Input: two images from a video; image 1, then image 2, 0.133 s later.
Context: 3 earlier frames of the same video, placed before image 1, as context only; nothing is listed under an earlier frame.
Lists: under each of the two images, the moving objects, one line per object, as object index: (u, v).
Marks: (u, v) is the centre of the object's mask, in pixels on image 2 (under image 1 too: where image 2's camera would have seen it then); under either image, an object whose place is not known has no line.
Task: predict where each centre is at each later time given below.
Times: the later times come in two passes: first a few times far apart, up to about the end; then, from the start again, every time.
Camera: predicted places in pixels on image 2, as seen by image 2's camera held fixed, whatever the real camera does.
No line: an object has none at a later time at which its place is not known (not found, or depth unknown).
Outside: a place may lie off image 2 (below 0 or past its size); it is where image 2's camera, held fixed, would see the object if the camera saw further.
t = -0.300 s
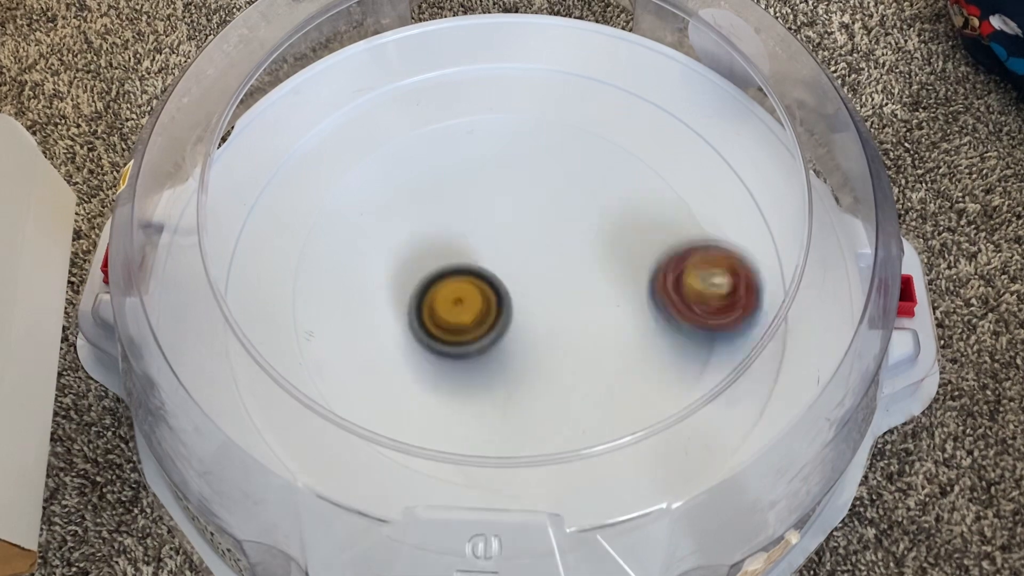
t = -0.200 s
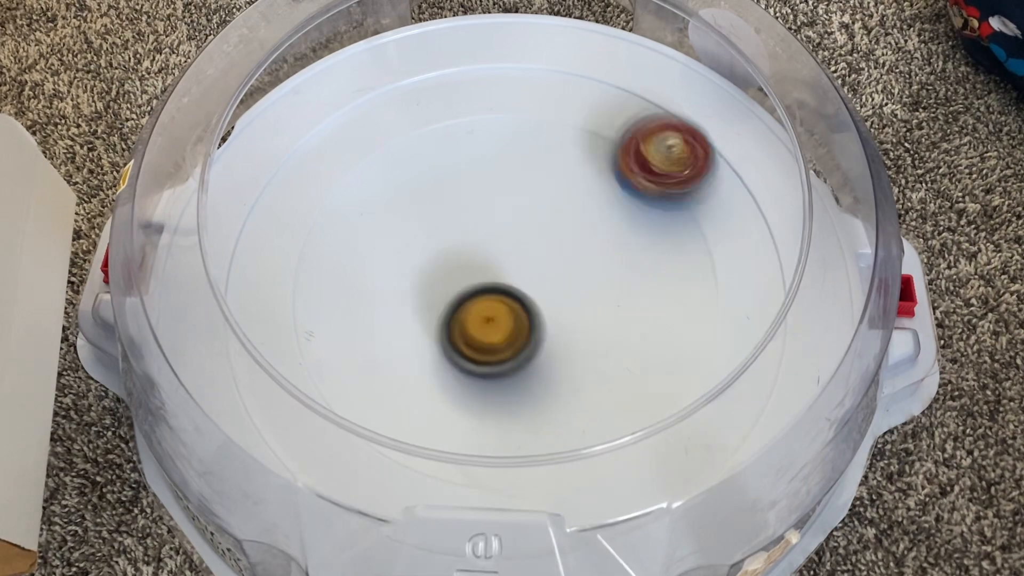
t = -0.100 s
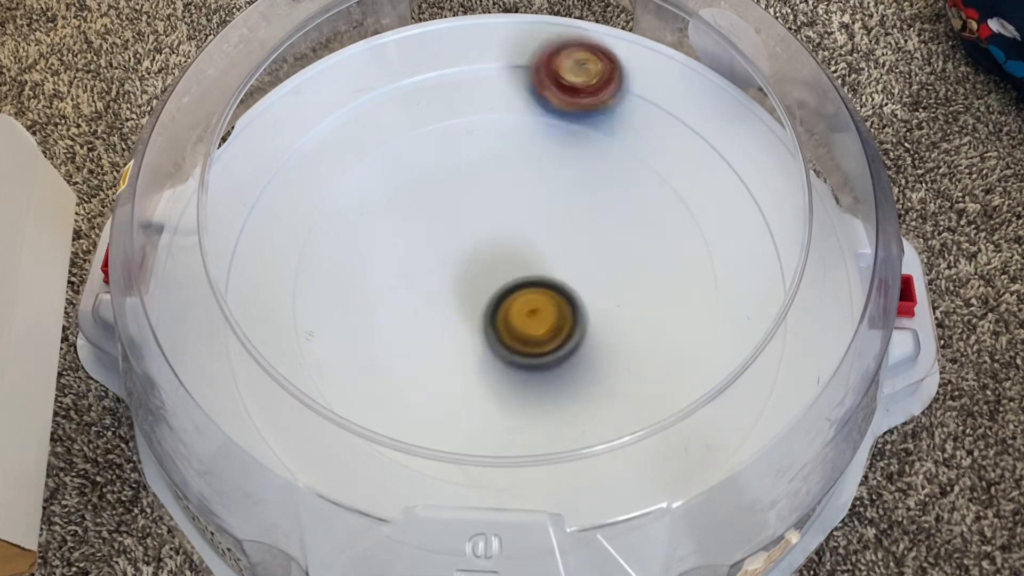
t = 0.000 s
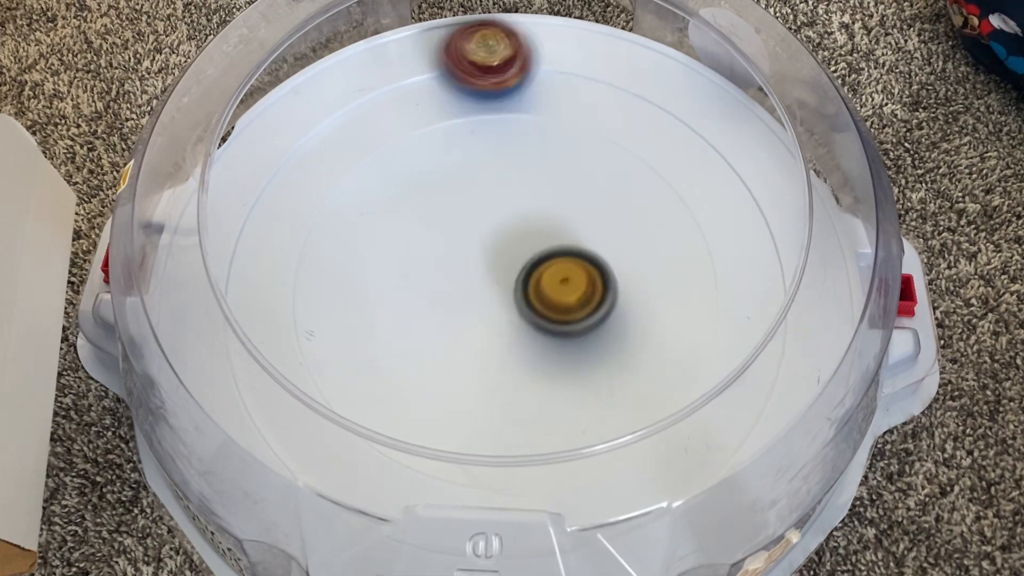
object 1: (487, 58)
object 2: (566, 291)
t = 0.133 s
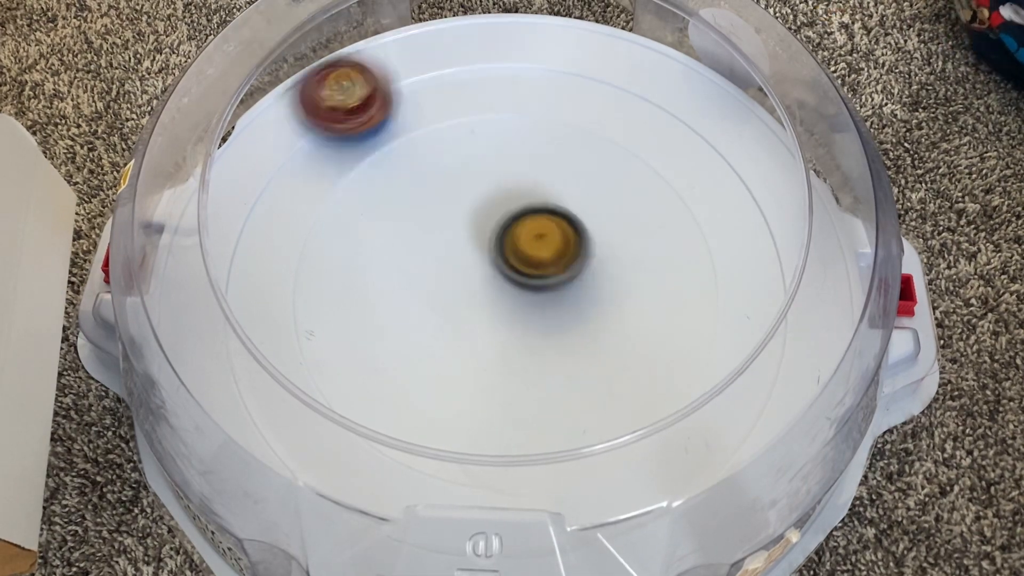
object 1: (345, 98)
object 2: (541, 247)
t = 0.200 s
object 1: (283, 152)
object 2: (507, 243)
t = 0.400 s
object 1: (248, 368)
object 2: (436, 311)
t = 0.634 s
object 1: (446, 471)
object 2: (529, 341)
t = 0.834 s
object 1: (674, 347)
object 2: (547, 256)
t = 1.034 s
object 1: (611, 122)
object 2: (457, 243)
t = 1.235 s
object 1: (438, 60)
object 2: (440, 319)
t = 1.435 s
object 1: (266, 183)
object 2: (542, 332)
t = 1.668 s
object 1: (262, 366)
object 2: (515, 228)
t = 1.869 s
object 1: (422, 448)
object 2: (429, 249)
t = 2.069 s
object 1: (662, 343)
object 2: (472, 329)
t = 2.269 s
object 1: (618, 133)
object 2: (556, 283)
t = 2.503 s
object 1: (427, 62)
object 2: (475, 216)
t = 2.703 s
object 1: (288, 150)
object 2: (418, 289)
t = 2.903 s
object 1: (248, 254)
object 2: (519, 341)
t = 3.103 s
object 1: (305, 351)
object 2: (579, 242)
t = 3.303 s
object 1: (531, 411)
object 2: (482, 200)
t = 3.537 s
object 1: (664, 206)
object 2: (446, 312)
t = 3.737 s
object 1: (524, 92)
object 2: (563, 315)
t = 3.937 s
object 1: (427, 97)
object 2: (552, 221)
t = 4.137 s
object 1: (356, 193)
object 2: (460, 242)
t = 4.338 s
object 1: (310, 358)
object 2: (571, 346)
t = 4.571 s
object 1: (428, 447)
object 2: (622, 281)
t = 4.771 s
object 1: (604, 350)
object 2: (516, 210)
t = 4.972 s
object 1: (568, 174)
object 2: (435, 296)
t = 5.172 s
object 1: (406, 132)
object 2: (533, 357)
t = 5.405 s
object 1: (336, 287)
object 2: (585, 250)
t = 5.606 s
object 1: (515, 383)
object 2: (469, 233)
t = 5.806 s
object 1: (671, 269)
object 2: (450, 334)
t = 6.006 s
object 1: (621, 138)
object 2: (553, 331)
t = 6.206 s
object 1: (464, 156)
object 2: (529, 248)
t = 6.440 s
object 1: (321, 289)
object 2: (484, 319)
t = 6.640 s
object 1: (403, 417)
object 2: (513, 305)
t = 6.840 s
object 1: (592, 380)
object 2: (518, 274)
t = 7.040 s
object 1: (621, 220)
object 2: (487, 291)
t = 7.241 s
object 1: (494, 131)
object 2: (503, 296)
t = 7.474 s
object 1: (358, 220)
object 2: (503, 291)
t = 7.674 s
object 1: (428, 367)
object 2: (497, 289)
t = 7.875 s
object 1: (612, 359)
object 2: (498, 286)
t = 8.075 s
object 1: (661, 224)
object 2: (500, 285)
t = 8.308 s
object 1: (510, 161)
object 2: (501, 283)
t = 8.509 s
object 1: (391, 261)
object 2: (502, 281)
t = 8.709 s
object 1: (446, 398)
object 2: (504, 280)
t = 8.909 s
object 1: (601, 386)
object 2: (507, 281)
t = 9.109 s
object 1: (618, 249)
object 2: (506, 281)
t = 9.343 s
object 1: (464, 173)
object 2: (502, 286)
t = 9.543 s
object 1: (362, 252)
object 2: (507, 283)
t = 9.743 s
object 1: (431, 366)
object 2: (512, 284)
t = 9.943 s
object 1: (593, 354)
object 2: (511, 272)
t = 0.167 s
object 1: (311, 123)
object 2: (524, 243)
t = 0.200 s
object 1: (283, 152)
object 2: (507, 243)
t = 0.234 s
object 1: (262, 186)
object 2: (488, 248)
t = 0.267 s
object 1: (245, 224)
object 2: (472, 255)
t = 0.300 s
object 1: (235, 264)
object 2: (457, 266)
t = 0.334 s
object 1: (232, 301)
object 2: (445, 281)
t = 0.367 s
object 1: (237, 336)
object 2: (439, 296)
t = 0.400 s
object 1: (248, 368)
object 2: (436, 311)
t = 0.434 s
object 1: (265, 399)
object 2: (439, 324)
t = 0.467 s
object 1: (283, 423)
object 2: (446, 336)
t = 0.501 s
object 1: (310, 441)
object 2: (458, 345)
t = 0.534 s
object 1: (343, 454)
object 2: (474, 350)
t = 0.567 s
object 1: (377, 466)
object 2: (492, 351)
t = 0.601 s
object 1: (410, 470)
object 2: (512, 348)
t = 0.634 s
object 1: (446, 471)
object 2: (529, 341)
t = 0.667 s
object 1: (482, 467)
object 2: (543, 330)
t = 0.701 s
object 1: (523, 457)
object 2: (555, 316)
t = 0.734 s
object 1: (572, 441)
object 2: (560, 300)
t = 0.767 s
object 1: (617, 417)
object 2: (561, 284)
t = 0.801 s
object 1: (646, 382)
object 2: (556, 269)
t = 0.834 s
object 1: (674, 347)
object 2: (547, 256)
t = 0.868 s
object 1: (689, 303)
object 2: (536, 245)
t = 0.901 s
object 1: (693, 262)
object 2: (519, 237)
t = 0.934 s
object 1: (687, 220)
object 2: (503, 233)
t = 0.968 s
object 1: (671, 184)
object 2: (487, 233)
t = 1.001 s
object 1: (646, 150)
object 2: (471, 237)
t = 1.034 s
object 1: (611, 122)
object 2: (457, 243)
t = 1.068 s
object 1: (576, 100)
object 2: (444, 252)
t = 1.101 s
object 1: (545, 83)
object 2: (436, 264)
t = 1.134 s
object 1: (518, 68)
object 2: (430, 278)
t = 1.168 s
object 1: (493, 59)
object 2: (429, 292)
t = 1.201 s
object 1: (467, 54)
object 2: (432, 306)
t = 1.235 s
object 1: (438, 60)
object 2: (440, 319)
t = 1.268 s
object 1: (406, 69)
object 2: (452, 332)
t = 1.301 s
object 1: (372, 82)
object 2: (468, 341)
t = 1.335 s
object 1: (339, 102)
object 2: (488, 347)
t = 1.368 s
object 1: (309, 125)
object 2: (508, 347)
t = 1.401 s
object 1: (286, 152)
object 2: (526, 342)
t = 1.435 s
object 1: (266, 183)
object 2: (542, 332)
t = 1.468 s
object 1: (254, 212)
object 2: (552, 319)
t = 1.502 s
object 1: (240, 242)
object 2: (558, 303)
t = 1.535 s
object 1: (235, 271)
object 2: (559, 286)
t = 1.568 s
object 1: (234, 299)
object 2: (555, 269)
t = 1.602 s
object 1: (238, 324)
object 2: (547, 253)
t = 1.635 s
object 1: (247, 346)
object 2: (532, 239)
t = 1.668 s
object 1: (262, 366)
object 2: (515, 228)
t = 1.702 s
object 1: (281, 384)
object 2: (497, 221)
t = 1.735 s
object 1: (303, 401)
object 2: (478, 219)
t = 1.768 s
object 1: (328, 417)
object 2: (461, 221)
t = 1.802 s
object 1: (356, 430)
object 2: (446, 227)
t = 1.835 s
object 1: (386, 441)
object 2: (435, 237)
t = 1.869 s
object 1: (422, 448)
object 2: (429, 249)
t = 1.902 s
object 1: (464, 451)
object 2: (426, 263)
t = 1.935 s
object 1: (512, 447)
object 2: (427, 278)
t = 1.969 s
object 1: (559, 429)
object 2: (432, 294)
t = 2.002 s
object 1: (599, 403)
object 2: (441, 307)
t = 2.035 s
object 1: (636, 377)
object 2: (455, 321)
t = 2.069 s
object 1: (662, 343)
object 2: (472, 329)
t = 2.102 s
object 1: (678, 304)
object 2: (491, 332)
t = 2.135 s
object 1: (682, 264)
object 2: (511, 331)
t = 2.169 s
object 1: (678, 225)
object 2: (528, 324)
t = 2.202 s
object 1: (665, 190)
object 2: (542, 313)
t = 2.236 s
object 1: (645, 160)
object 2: (551, 299)
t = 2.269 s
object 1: (618, 133)
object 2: (556, 283)
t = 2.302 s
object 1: (585, 111)
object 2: (555, 267)
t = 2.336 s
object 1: (551, 96)
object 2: (550, 250)
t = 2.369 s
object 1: (522, 83)
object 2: (540, 237)
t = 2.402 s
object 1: (496, 73)
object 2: (527, 226)
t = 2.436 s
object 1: (471, 65)
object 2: (511, 219)
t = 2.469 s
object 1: (450, 61)
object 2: (493, 215)
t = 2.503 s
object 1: (427, 62)
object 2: (475, 216)
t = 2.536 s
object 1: (403, 72)
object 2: (459, 220)
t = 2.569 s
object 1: (376, 84)
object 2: (444, 228)
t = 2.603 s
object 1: (353, 98)
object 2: (433, 240)
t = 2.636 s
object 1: (330, 113)
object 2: (424, 254)
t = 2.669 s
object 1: (308, 131)
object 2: (418, 271)
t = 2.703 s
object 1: (288, 150)
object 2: (418, 289)
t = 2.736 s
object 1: (274, 169)
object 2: (424, 306)
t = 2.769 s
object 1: (263, 186)
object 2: (435, 322)
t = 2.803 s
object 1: (257, 204)
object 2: (451, 334)
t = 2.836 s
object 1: (254, 220)
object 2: (472, 342)
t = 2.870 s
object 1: (249, 237)
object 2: (495, 345)
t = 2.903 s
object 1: (248, 254)
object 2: (519, 341)
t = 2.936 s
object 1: (251, 271)
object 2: (542, 331)
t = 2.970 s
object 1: (255, 288)
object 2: (561, 317)
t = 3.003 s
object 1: (263, 305)
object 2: (574, 300)
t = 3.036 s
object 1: (275, 321)
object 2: (582, 281)
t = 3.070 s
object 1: (289, 336)
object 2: (583, 261)
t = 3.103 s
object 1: (305, 351)
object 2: (579, 242)
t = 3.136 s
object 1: (326, 369)
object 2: (569, 226)
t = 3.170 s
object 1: (357, 389)
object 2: (555, 212)
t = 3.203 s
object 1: (397, 407)
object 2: (538, 202)
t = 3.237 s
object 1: (439, 418)
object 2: (519, 197)
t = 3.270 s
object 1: (486, 417)
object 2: (500, 196)
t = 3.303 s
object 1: (531, 411)
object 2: (482, 200)
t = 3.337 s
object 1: (573, 397)
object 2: (465, 209)
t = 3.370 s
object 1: (609, 373)
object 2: (451, 221)
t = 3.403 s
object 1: (637, 344)
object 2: (440, 237)
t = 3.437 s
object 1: (658, 311)
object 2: (433, 256)
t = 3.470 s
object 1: (668, 275)
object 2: (431, 276)
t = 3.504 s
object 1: (670, 240)
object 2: (435, 295)
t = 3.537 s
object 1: (664, 206)
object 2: (446, 312)
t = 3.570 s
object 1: (651, 175)
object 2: (462, 326)
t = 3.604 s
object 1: (632, 147)
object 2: (481, 335)
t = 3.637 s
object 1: (608, 127)
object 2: (503, 339)
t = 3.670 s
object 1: (577, 110)
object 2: (526, 336)
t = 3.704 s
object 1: (549, 99)
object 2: (546, 328)
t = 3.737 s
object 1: (524, 92)
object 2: (563, 315)
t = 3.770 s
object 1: (503, 87)
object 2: (574, 300)
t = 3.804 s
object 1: (485, 86)
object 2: (580, 282)
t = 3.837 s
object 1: (469, 87)
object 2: (581, 264)
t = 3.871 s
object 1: (454, 89)
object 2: (575, 246)
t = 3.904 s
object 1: (440, 91)
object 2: (565, 232)
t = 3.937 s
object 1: (427, 97)
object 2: (552, 221)
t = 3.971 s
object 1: (415, 106)
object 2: (537, 213)
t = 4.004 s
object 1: (404, 113)
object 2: (520, 210)
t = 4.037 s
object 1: (393, 124)
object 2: (502, 212)
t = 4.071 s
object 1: (381, 142)
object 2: (486, 218)
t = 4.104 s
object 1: (368, 166)
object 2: (471, 229)
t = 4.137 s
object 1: (356, 193)
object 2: (460, 242)
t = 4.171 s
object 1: (350, 226)
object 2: (453, 259)
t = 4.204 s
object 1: (338, 254)
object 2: (465, 279)
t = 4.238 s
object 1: (316, 276)
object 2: (493, 304)
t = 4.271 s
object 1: (305, 301)
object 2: (520, 324)
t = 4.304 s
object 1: (305, 329)
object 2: (546, 338)
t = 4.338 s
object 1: (310, 358)
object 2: (571, 346)
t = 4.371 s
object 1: (320, 386)
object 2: (592, 349)
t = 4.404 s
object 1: (332, 406)
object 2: (608, 346)
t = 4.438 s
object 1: (347, 422)
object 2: (619, 338)
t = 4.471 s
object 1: (364, 432)
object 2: (626, 327)
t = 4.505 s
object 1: (380, 440)
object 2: (628, 313)
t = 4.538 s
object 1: (401, 445)
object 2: (627, 298)
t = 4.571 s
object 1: (428, 447)
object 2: (622, 281)
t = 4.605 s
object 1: (461, 447)
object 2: (613, 262)
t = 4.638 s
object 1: (497, 439)
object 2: (601, 246)
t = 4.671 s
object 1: (532, 425)
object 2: (584, 230)
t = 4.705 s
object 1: (563, 403)
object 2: (563, 218)
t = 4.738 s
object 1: (588, 376)
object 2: (540, 211)
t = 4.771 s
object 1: (604, 350)
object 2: (516, 210)
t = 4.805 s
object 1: (615, 320)
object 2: (494, 213)
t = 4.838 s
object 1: (620, 288)
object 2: (473, 222)
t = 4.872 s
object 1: (617, 257)
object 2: (455, 236)
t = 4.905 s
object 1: (607, 227)
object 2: (443, 253)
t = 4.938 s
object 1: (591, 199)
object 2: (435, 274)
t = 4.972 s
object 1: (568, 174)
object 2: (435, 296)
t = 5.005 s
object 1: (545, 155)
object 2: (439, 316)
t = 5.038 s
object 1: (519, 141)
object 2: (451, 332)
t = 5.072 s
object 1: (491, 131)
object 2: (468, 346)
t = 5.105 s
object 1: (462, 126)
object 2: (489, 355)
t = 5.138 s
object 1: (434, 125)
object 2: (511, 359)
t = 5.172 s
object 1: (406, 132)
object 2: (533, 357)
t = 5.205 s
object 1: (381, 143)
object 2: (554, 350)
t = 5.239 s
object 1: (361, 159)
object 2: (572, 339)
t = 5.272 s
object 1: (343, 180)
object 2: (586, 323)
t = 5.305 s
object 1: (331, 205)
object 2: (594, 307)
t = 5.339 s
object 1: (325, 230)
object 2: (598, 287)
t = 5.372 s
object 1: (325, 258)
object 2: (595, 268)
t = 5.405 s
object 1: (336, 287)
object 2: (585, 250)
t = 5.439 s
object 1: (352, 315)
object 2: (570, 236)
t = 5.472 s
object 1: (375, 339)
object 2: (552, 225)
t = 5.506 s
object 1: (403, 359)
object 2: (531, 219)
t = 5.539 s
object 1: (437, 374)
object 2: (509, 218)
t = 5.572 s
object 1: (475, 383)
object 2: (488, 224)
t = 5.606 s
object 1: (515, 383)
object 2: (469, 233)
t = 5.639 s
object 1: (551, 376)
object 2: (453, 247)
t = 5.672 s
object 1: (584, 364)
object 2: (441, 264)
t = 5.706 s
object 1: (614, 347)
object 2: (434, 282)
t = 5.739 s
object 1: (639, 324)
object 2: (434, 300)
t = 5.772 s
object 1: (660, 297)
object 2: (440, 318)
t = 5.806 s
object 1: (671, 269)
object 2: (450, 334)
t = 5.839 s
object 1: (676, 243)
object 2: (464, 345)
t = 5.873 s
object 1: (675, 216)
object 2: (482, 353)
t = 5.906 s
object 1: (669, 193)
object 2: (502, 356)
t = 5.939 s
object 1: (658, 170)
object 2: (522, 353)
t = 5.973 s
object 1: (641, 153)
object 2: (541, 344)
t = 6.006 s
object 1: (621, 138)
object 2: (553, 331)
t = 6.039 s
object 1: (597, 129)
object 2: (561, 315)
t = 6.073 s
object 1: (571, 124)
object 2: (564, 298)
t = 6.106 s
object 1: (544, 123)
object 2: (561, 282)
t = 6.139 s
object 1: (516, 128)
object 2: (554, 267)
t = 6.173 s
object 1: (488, 140)
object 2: (543, 255)
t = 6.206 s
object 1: (464, 156)
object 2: (529, 248)
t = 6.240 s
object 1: (442, 174)
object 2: (513, 244)
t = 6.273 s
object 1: (411, 185)
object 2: (506, 254)
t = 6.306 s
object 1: (384, 200)
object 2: (502, 268)
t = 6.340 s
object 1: (363, 216)
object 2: (495, 284)
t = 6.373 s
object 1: (343, 237)
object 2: (490, 300)
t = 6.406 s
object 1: (329, 262)
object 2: (486, 312)
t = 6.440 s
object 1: (321, 289)
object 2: (484, 319)
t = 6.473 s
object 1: (320, 316)
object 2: (483, 324)
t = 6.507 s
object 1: (326, 342)
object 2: (486, 326)
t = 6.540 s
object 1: (338, 362)
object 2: (492, 324)
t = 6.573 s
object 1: (353, 386)
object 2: (499, 320)
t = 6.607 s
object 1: (376, 404)
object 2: (506, 313)
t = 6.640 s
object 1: (403, 417)
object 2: (513, 305)
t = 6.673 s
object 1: (434, 426)
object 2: (518, 296)
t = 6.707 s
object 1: (469, 431)
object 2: (522, 287)
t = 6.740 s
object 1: (504, 428)
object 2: (525, 281)
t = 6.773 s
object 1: (536, 411)
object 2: (525, 278)
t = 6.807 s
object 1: (565, 400)
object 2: (523, 275)
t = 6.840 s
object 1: (592, 380)
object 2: (518, 274)
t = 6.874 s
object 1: (612, 355)
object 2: (510, 274)
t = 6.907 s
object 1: (624, 330)
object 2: (502, 275)
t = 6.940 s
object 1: (633, 303)
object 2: (494, 279)
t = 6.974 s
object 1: (636, 275)
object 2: (489, 283)
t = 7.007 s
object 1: (632, 244)
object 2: (487, 287)
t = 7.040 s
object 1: (621, 220)
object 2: (487, 291)
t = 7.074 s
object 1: (608, 197)
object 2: (488, 293)
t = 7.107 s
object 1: (592, 176)
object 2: (491, 295)
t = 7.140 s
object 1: (568, 157)
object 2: (494, 296)
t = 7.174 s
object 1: (545, 145)
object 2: (497, 297)
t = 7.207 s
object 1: (521, 136)
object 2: (500, 297)
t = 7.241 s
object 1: (494, 131)
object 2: (503, 296)
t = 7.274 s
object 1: (466, 132)
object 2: (504, 295)
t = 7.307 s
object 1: (442, 138)
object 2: (505, 294)
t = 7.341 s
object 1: (420, 147)
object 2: (506, 293)
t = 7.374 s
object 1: (399, 158)
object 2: (506, 292)
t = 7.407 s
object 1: (380, 177)
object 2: (505, 291)
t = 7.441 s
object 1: (367, 197)
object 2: (504, 291)
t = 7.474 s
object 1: (358, 220)
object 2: (503, 291)
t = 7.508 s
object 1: (354, 247)
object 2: (502, 291)
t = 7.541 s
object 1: (355, 275)
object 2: (501, 291)
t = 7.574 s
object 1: (365, 300)
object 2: (499, 291)
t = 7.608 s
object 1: (380, 325)
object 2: (498, 290)
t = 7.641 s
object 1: (400, 348)
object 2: (498, 290)
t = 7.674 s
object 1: (428, 367)
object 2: (497, 289)
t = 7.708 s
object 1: (457, 381)
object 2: (497, 288)
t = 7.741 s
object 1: (489, 388)
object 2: (497, 288)
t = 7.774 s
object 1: (524, 391)
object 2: (497, 286)
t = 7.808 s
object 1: (557, 383)
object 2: (497, 287)
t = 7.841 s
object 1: (586, 373)
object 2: (498, 286)
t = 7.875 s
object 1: (612, 359)
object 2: (498, 286)
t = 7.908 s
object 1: (636, 340)
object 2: (498, 286)
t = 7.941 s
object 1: (653, 317)
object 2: (499, 286)
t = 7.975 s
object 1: (664, 295)
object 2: (499, 286)
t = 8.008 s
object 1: (670, 271)
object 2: (499, 286)
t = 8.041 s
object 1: (669, 246)
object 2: (500, 286)
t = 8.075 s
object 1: (661, 224)
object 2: (500, 285)
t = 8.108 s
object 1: (650, 204)
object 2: (500, 285)
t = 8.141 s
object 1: (633, 186)
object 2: (500, 285)
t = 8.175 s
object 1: (612, 174)
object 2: (500, 284)
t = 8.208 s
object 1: (591, 164)
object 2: (501, 284)
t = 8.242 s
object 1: (566, 159)
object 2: (501, 283)
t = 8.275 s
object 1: (537, 157)
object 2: (501, 283)
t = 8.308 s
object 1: (510, 161)
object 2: (501, 283)
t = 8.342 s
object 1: (486, 168)
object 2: (501, 282)
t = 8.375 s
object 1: (459, 179)
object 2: (501, 282)
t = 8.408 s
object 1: (437, 197)
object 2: (501, 282)
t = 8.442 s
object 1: (419, 215)
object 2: (501, 281)
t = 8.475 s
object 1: (403, 236)
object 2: (502, 281)
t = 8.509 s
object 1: (391, 261)
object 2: (502, 281)
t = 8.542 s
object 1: (386, 287)
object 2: (502, 281)
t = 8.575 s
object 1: (388, 313)
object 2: (502, 281)
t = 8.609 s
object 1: (392, 338)
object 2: (502, 281)
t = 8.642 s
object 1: (406, 363)
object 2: (503, 280)
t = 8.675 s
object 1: (424, 382)
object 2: (503, 280)
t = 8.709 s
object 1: (446, 398)
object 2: (504, 280)
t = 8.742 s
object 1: (473, 409)
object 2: (505, 280)
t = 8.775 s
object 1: (501, 413)
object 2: (505, 280)
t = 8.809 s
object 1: (527, 412)
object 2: (506, 281)
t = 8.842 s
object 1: (556, 408)
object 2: (506, 280)
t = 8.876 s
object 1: (581, 397)
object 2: (506, 281)
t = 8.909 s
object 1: (601, 386)
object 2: (507, 281)
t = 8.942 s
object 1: (618, 366)
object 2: (506, 281)
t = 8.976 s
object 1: (630, 342)
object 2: (507, 281)
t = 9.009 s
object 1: (635, 319)
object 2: (506, 281)
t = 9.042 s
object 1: (636, 296)
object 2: (507, 281)
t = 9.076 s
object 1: (630, 271)
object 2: (506, 281)
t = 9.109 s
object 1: (618, 249)
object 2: (506, 281)
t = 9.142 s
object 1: (603, 229)
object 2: (507, 280)
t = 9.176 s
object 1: (583, 212)
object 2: (506, 280)
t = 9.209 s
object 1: (561, 198)
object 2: (506, 280)
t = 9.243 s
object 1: (539, 185)
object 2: (504, 283)
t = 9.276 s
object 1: (515, 177)
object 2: (503, 285)
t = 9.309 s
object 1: (489, 173)
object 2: (502, 285)
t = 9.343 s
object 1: (464, 173)
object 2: (502, 286)
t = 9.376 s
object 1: (440, 178)
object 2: (502, 286)
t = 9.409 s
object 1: (417, 187)
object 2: (503, 286)
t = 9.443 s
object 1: (398, 198)
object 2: (504, 285)
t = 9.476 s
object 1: (381, 213)
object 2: (505, 285)
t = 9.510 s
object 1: (369, 233)
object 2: (507, 284)
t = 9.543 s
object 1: (362, 252)
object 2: (507, 283)
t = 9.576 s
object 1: (358, 273)
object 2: (509, 283)
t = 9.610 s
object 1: (362, 296)
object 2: (510, 283)
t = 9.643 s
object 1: (372, 316)
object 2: (511, 283)
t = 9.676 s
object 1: (386, 337)
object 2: (511, 283)
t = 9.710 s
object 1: (407, 354)
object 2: (512, 284)
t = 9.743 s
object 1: (431, 366)
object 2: (512, 284)
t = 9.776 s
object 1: (458, 375)
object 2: (512, 286)
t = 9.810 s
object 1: (489, 379)
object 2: (512, 286)
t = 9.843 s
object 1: (517, 380)
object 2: (512, 283)
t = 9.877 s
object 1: (544, 377)
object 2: (512, 277)
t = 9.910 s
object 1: (572, 367)
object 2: (512, 274)
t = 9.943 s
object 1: (593, 354)
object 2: (511, 272)
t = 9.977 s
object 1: (613, 338)
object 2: (510, 270)
